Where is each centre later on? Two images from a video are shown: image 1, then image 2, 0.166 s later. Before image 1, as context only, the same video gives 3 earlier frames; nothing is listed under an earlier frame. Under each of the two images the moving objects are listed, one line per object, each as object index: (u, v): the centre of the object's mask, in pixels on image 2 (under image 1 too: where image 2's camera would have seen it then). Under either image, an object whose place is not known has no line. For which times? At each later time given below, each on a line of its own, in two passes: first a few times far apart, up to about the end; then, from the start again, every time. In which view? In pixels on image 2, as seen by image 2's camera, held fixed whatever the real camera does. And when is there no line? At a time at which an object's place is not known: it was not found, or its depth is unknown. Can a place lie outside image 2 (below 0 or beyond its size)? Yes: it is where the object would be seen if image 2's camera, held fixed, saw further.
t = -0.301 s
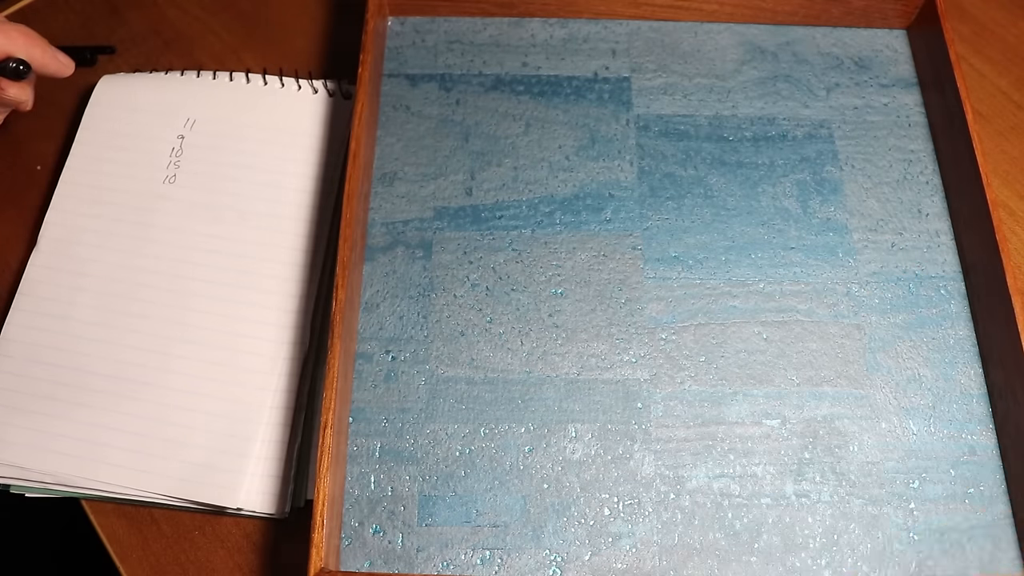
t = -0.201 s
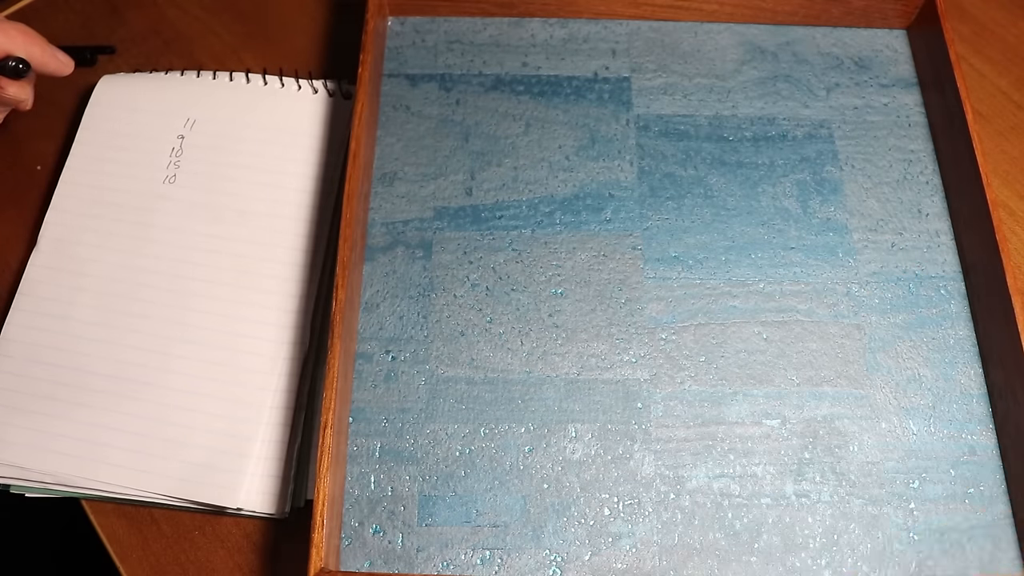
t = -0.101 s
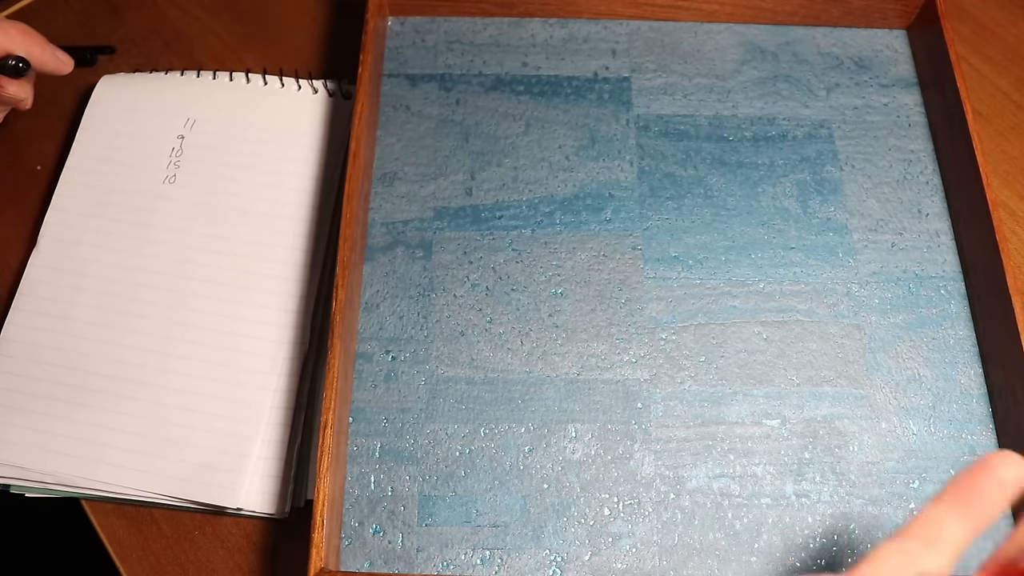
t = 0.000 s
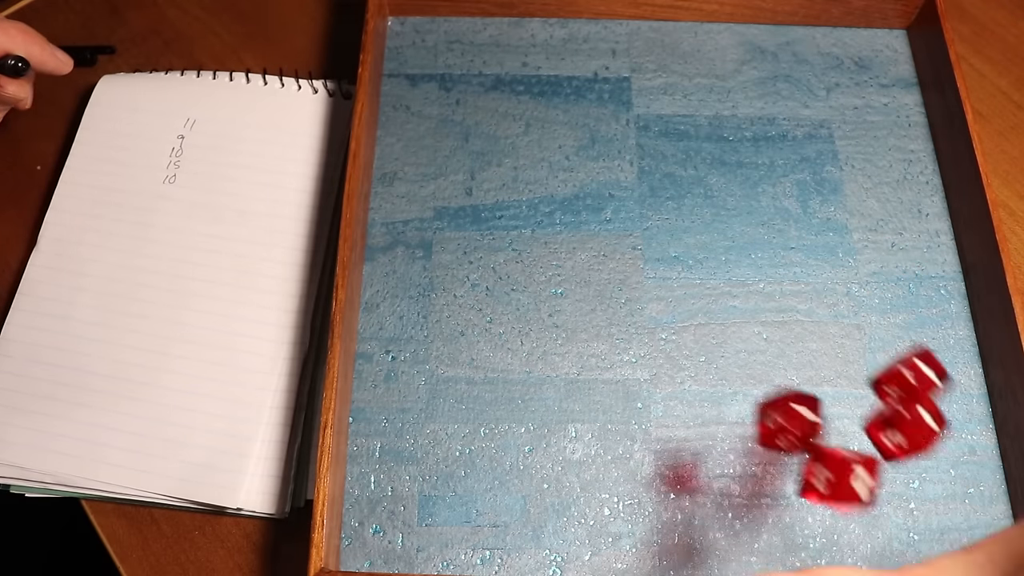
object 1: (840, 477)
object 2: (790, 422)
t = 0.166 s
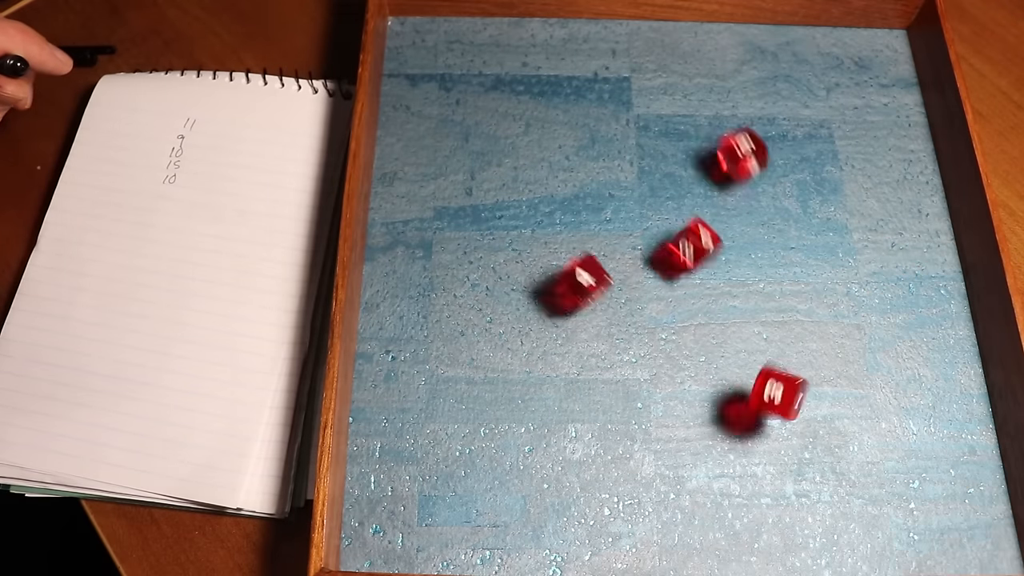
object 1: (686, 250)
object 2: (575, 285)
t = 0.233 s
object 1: (680, 146)
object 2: (518, 262)
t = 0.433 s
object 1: (687, 47)
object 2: (384, 235)
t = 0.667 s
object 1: (737, 55)
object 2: (388, 234)
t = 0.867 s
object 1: (737, 55)
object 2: (388, 234)
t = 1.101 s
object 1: (737, 55)
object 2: (388, 234)
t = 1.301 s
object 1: (737, 55)
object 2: (388, 234)
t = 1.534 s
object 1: (737, 55)
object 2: (388, 234)
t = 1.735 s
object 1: (737, 55)
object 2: (388, 234)
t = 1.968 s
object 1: (737, 55)
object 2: (388, 234)
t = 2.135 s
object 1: (737, 55)
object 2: (388, 234)
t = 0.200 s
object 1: (678, 201)
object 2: (545, 269)
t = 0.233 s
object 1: (680, 146)
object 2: (518, 262)
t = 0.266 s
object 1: (672, 108)
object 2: (486, 253)
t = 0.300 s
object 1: (659, 88)
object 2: (456, 249)
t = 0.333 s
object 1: (659, 60)
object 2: (431, 246)
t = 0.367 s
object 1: (668, 54)
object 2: (407, 241)
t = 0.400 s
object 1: (678, 49)
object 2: (387, 237)
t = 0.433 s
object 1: (687, 47)
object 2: (384, 235)
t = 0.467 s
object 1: (696, 45)
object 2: (386, 235)
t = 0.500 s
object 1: (705, 45)
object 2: (388, 234)
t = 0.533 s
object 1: (715, 45)
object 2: (388, 234)
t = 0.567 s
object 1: (724, 48)
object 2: (388, 234)
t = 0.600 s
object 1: (730, 50)
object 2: (388, 234)
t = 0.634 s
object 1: (735, 54)
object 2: (388, 234)
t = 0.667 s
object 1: (737, 55)
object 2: (388, 234)
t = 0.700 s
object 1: (736, 55)
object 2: (388, 234)
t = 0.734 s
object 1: (737, 55)
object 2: (388, 234)
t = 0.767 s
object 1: (737, 55)
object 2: (388, 234)
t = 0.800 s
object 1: (737, 55)
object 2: (388, 234)
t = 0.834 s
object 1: (737, 55)
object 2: (388, 234)
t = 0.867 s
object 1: (737, 55)
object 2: (388, 234)
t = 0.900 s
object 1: (737, 55)
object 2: (388, 234)
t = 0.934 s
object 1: (737, 55)
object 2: (388, 234)
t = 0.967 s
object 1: (737, 55)
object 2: (388, 234)
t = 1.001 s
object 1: (737, 55)
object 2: (388, 234)
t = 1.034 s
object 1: (737, 55)
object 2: (388, 234)
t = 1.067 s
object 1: (737, 55)
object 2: (388, 234)
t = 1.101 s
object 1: (737, 55)
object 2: (388, 234)
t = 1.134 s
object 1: (737, 55)
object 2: (388, 234)
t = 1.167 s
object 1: (737, 55)
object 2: (388, 234)
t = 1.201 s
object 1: (737, 55)
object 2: (388, 234)
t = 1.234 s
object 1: (737, 55)
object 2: (388, 234)
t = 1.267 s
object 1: (737, 55)
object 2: (388, 234)
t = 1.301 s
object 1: (737, 55)
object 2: (388, 234)
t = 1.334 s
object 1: (737, 55)
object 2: (388, 234)
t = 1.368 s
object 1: (737, 55)
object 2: (388, 234)
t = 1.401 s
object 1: (737, 55)
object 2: (388, 234)
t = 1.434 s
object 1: (736, 55)
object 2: (388, 234)
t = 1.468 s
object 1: (736, 55)
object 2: (388, 234)
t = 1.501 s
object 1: (737, 55)
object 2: (388, 234)
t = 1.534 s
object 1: (737, 55)
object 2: (388, 234)
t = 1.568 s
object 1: (737, 55)
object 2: (388, 234)
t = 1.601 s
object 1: (737, 55)
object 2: (388, 234)
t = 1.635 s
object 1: (737, 55)
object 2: (388, 234)
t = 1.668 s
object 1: (737, 55)
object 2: (388, 234)
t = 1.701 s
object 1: (737, 55)
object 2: (388, 234)
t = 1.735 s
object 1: (737, 55)
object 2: (388, 234)
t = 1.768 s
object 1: (737, 55)
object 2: (388, 234)
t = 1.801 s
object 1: (737, 55)
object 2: (388, 234)
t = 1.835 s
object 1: (737, 55)
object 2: (388, 234)
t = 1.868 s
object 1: (737, 55)
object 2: (388, 234)
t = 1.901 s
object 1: (737, 55)
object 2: (388, 234)
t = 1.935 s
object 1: (737, 55)
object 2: (388, 234)
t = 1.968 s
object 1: (737, 55)
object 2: (388, 234)
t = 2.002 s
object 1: (737, 55)
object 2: (388, 234)
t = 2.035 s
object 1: (737, 55)
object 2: (388, 234)
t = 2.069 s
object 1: (737, 55)
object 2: (387, 234)
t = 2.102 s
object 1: (737, 55)
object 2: (389, 234)
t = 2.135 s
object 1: (737, 55)
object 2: (388, 234)
